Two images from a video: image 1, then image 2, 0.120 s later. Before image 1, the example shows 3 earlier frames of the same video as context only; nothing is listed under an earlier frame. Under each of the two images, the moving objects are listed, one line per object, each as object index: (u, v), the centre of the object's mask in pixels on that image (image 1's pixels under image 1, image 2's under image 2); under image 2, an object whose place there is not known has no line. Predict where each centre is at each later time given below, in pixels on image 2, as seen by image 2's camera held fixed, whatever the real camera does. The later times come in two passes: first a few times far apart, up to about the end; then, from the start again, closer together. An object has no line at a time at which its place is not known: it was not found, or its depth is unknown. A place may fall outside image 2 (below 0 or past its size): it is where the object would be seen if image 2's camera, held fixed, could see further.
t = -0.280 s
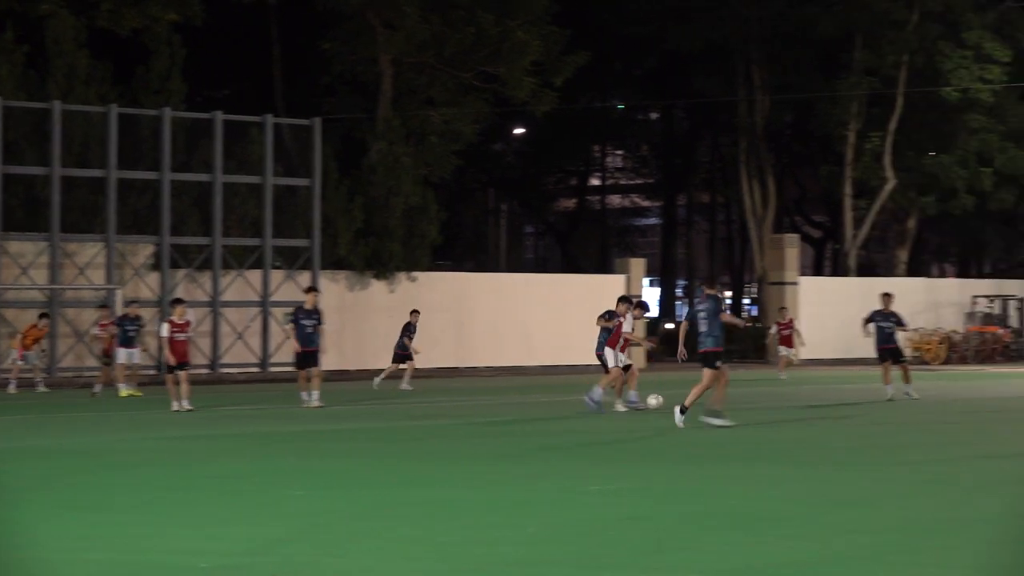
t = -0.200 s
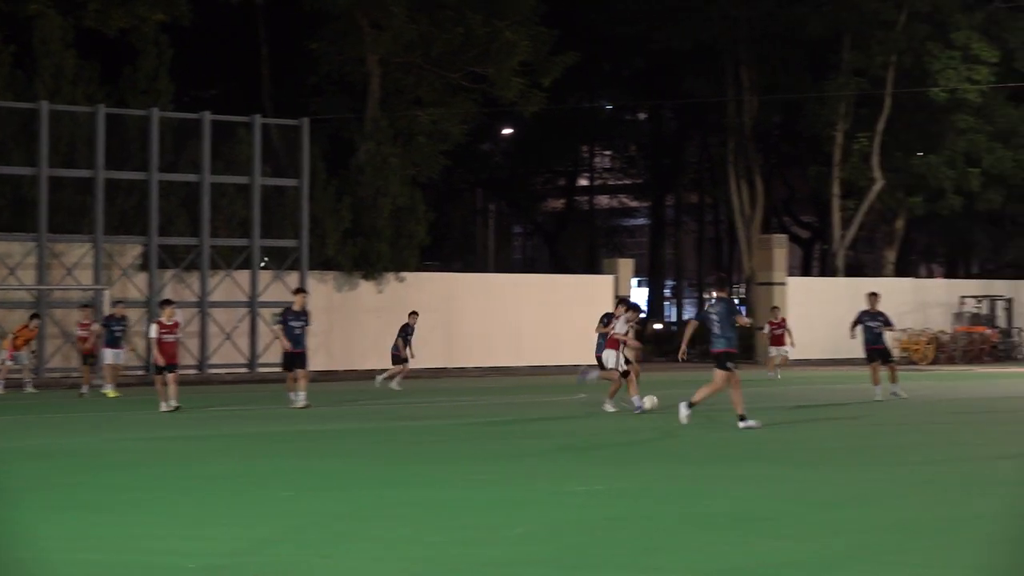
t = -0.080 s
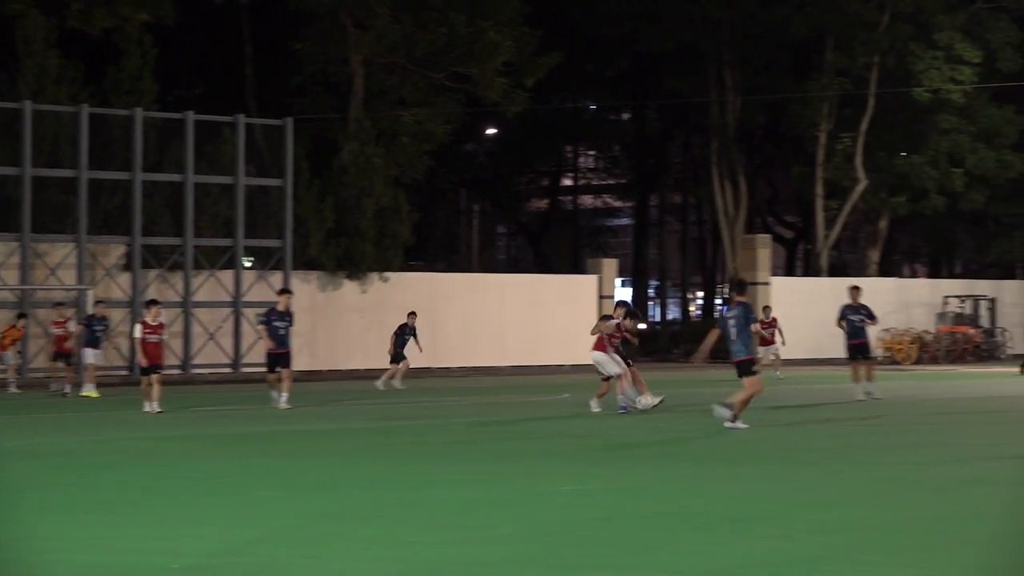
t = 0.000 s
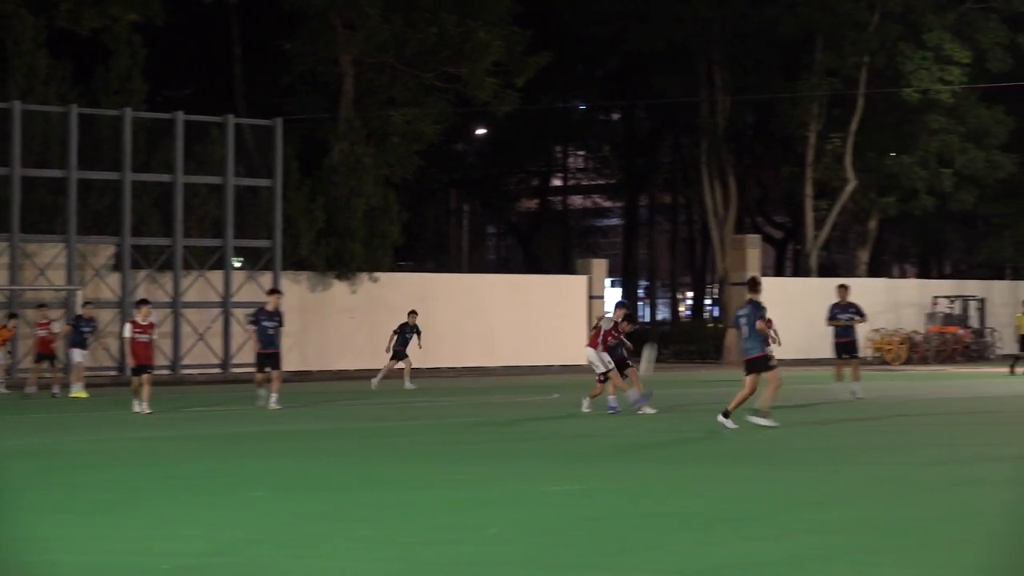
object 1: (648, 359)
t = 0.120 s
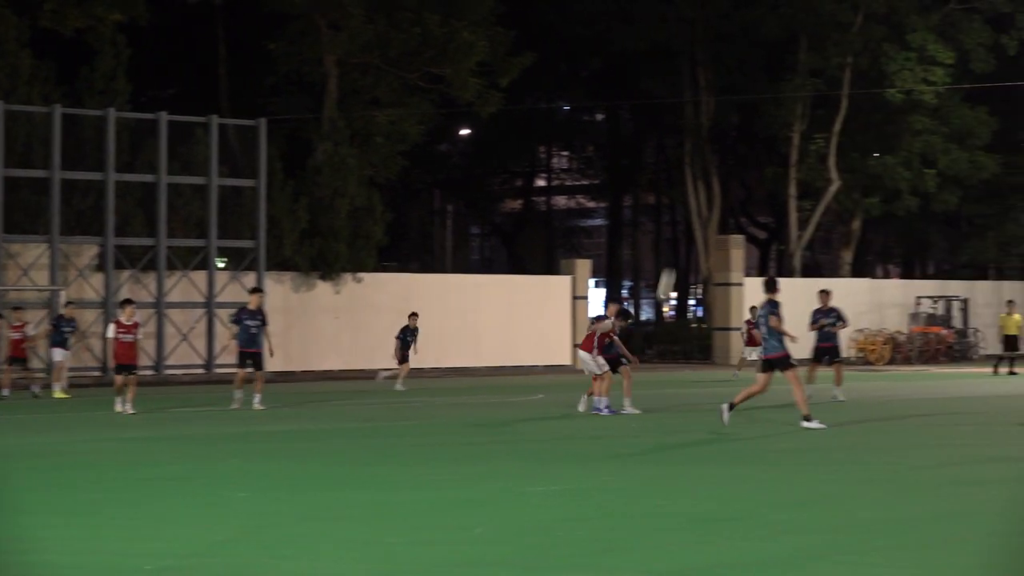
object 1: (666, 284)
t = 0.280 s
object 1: (711, 200)
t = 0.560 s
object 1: (790, 94)
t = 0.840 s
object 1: (870, 44)
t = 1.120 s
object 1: (951, 53)
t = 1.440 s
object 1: (1047, 133)
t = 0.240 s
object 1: (700, 219)
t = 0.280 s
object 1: (711, 200)
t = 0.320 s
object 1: (722, 181)
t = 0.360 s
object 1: (734, 164)
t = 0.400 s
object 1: (745, 148)
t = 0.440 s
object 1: (756, 133)
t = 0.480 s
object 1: (767, 119)
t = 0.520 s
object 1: (779, 106)
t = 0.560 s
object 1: (790, 94)
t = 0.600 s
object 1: (801, 84)
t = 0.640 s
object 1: (813, 74)
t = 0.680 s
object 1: (824, 65)
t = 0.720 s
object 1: (835, 58)
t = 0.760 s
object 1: (847, 53)
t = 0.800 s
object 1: (858, 48)
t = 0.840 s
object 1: (870, 44)
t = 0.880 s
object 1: (881, 42)
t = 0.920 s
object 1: (893, 41)
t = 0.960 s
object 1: (904, 41)
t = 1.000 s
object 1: (916, 42)
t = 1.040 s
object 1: (928, 44)
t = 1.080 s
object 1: (939, 48)
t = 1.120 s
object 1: (951, 53)
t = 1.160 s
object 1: (963, 59)
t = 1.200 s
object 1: (975, 65)
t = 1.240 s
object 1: (987, 74)
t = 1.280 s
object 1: (999, 83)
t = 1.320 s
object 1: (1011, 94)
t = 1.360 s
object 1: (1023, 106)
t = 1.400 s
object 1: (1035, 119)
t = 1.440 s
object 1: (1047, 133)
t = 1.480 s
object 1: (1058, 149)
